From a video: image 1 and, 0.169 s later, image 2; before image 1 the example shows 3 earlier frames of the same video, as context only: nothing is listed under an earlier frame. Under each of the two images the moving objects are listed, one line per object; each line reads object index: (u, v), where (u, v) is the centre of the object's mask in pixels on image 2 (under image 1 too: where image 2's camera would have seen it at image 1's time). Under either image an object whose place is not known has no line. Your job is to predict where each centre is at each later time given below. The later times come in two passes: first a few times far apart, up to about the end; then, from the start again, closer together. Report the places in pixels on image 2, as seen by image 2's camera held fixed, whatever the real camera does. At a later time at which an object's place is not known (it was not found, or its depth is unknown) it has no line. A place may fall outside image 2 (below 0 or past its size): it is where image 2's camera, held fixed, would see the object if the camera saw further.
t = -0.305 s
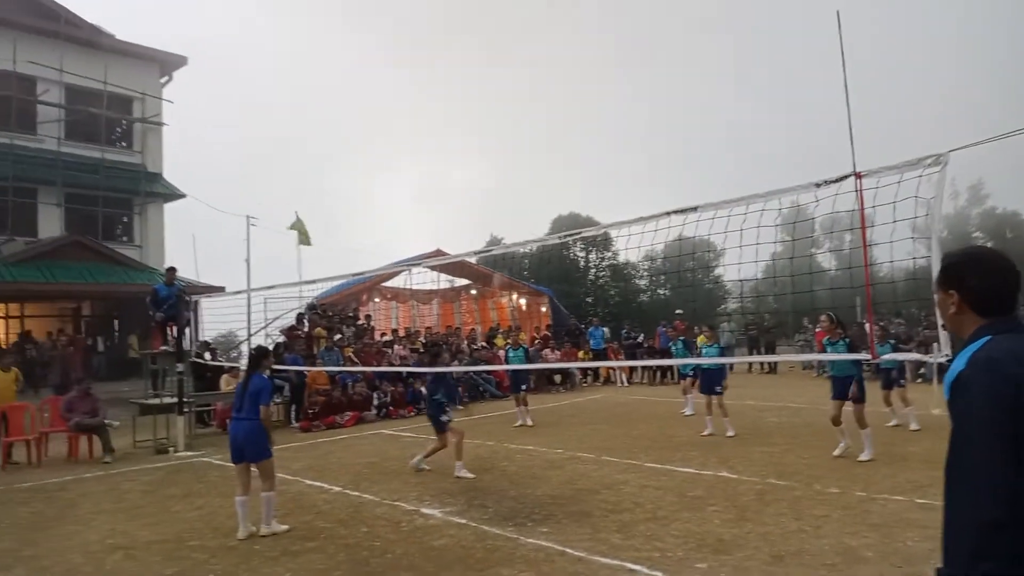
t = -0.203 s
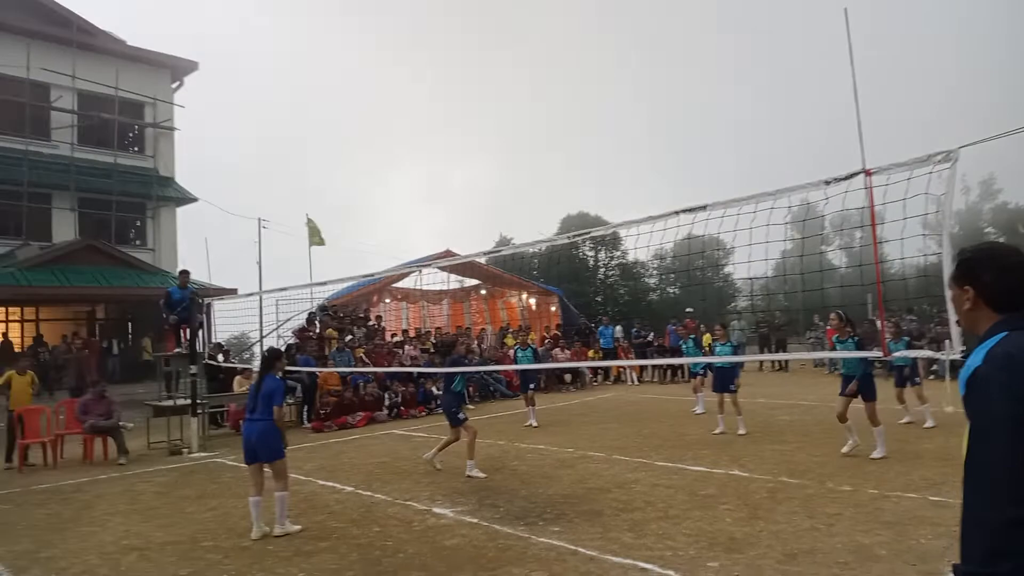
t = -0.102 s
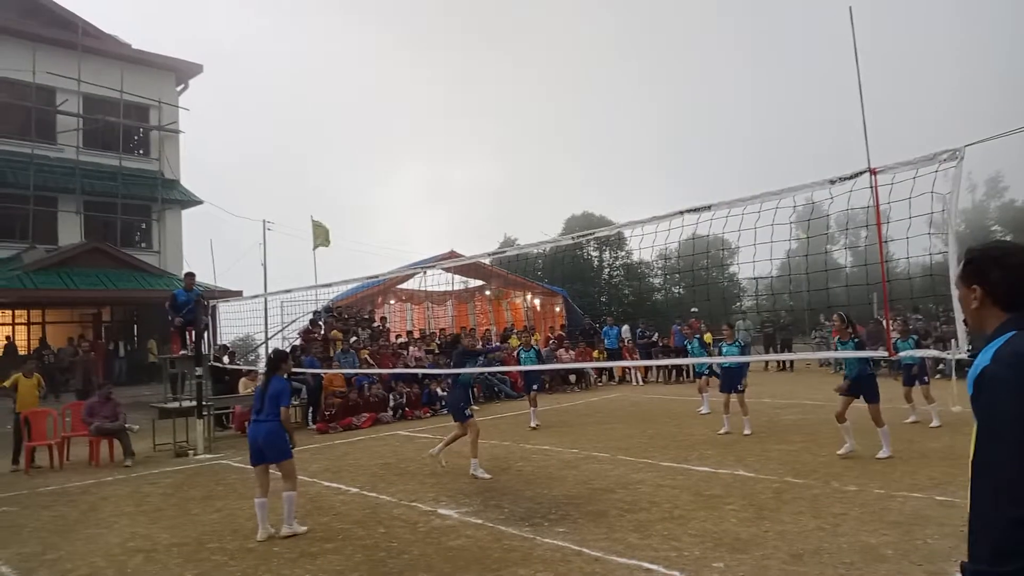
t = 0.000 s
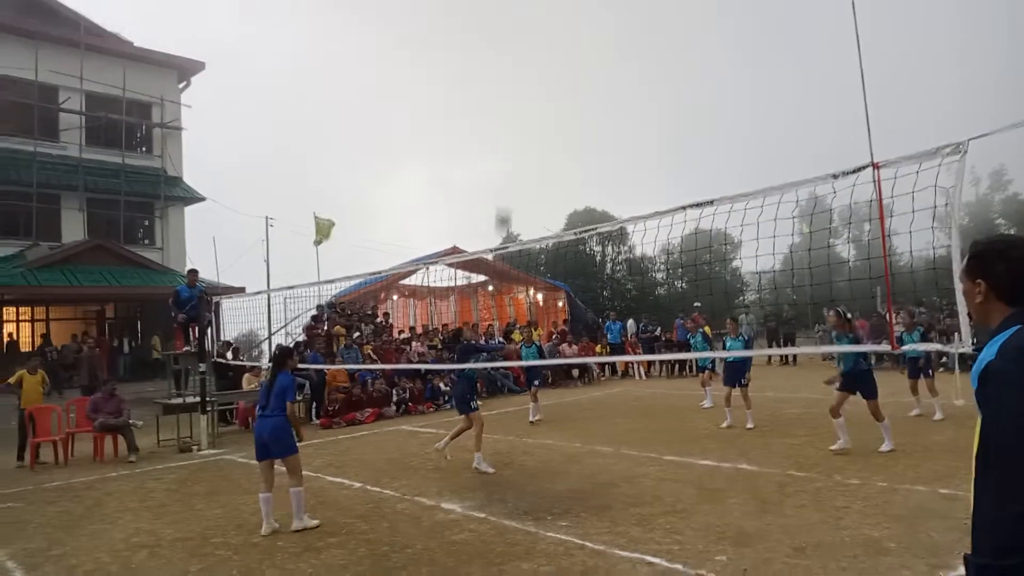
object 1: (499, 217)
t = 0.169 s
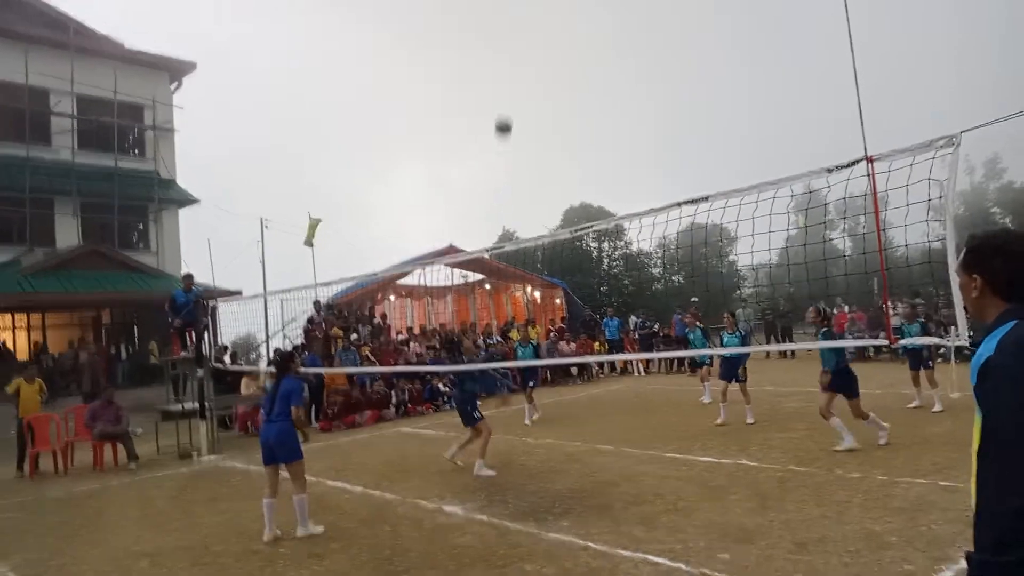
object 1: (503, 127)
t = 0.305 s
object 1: (509, 68)
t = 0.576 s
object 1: (520, 3)
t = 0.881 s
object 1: (540, 2)
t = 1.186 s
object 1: (563, 84)
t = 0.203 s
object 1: (505, 110)
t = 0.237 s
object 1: (506, 95)
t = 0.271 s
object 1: (508, 81)
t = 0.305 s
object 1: (509, 68)
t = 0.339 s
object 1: (510, 56)
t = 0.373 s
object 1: (511, 46)
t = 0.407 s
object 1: (512, 36)
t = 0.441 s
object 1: (514, 27)
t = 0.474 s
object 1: (515, 20)
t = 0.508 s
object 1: (517, 14)
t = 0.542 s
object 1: (519, 7)
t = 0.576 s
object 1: (520, 3)
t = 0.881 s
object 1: (540, 2)
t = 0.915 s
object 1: (542, 6)
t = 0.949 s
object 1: (544, 13)
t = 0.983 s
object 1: (547, 19)
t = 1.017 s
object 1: (550, 27)
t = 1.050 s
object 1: (553, 36)
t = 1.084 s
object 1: (555, 46)
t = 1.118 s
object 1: (558, 57)
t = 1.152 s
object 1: (560, 70)
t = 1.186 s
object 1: (563, 84)
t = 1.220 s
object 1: (566, 98)
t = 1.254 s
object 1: (569, 113)
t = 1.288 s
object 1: (573, 130)
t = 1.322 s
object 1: (576, 149)
